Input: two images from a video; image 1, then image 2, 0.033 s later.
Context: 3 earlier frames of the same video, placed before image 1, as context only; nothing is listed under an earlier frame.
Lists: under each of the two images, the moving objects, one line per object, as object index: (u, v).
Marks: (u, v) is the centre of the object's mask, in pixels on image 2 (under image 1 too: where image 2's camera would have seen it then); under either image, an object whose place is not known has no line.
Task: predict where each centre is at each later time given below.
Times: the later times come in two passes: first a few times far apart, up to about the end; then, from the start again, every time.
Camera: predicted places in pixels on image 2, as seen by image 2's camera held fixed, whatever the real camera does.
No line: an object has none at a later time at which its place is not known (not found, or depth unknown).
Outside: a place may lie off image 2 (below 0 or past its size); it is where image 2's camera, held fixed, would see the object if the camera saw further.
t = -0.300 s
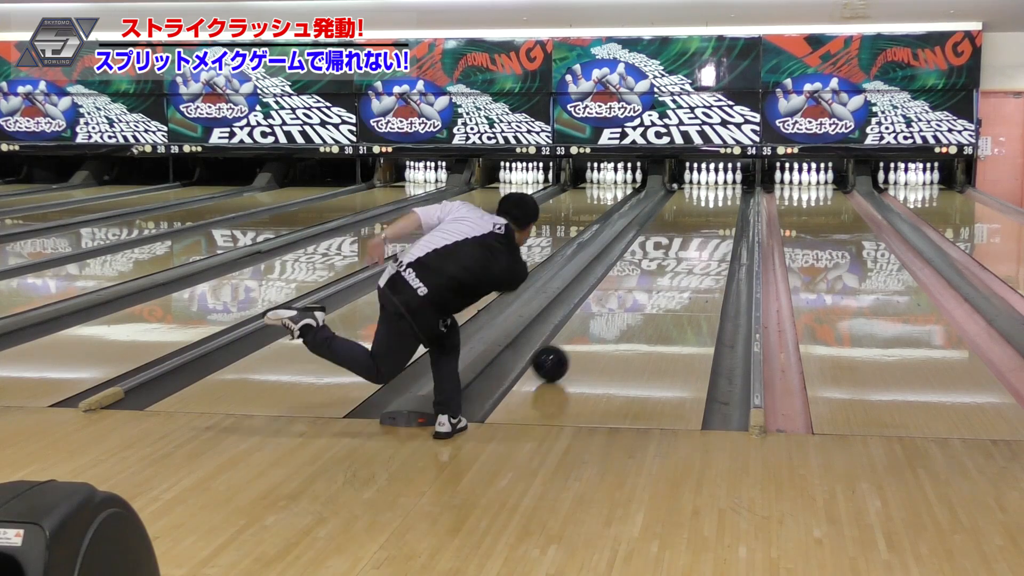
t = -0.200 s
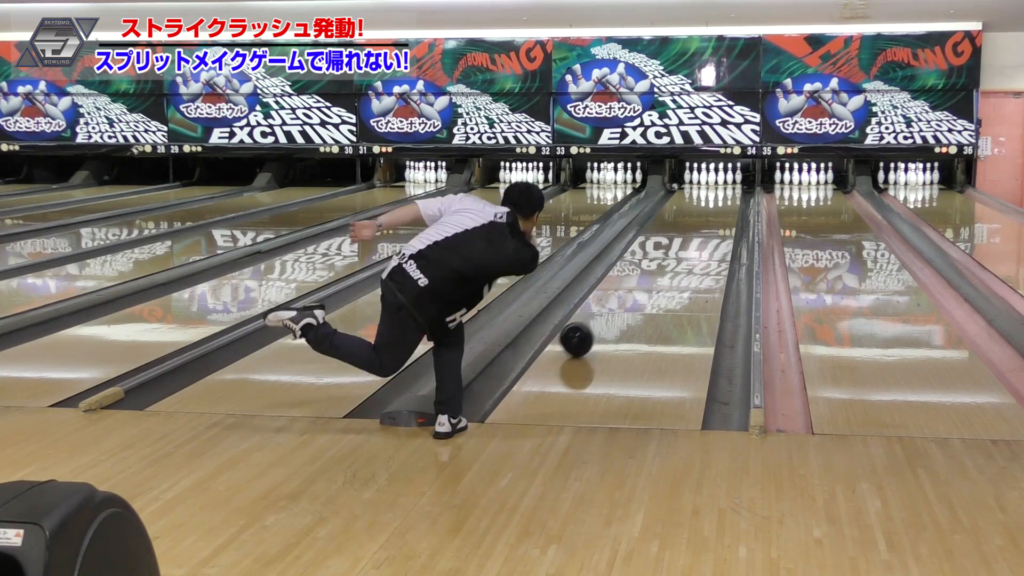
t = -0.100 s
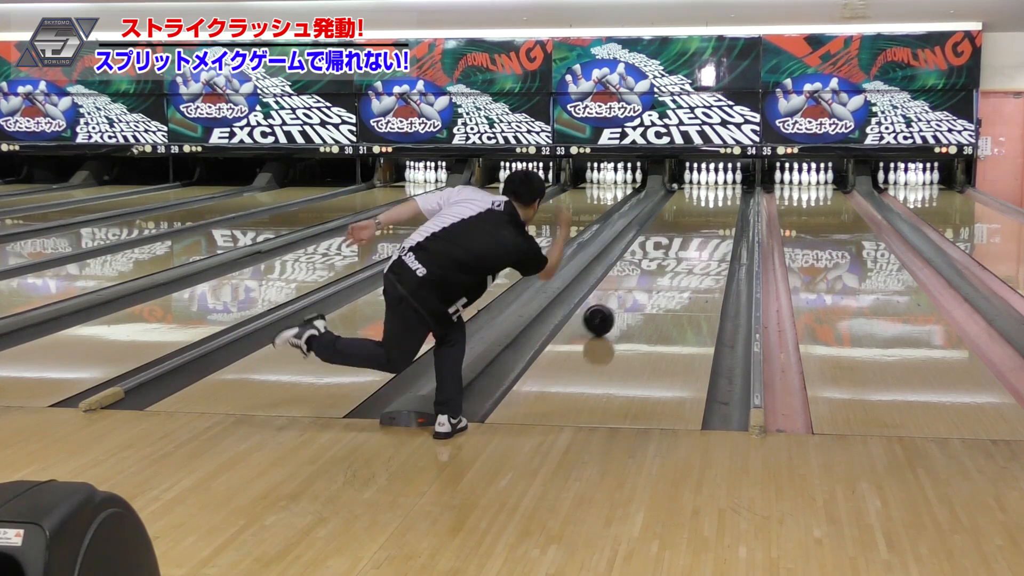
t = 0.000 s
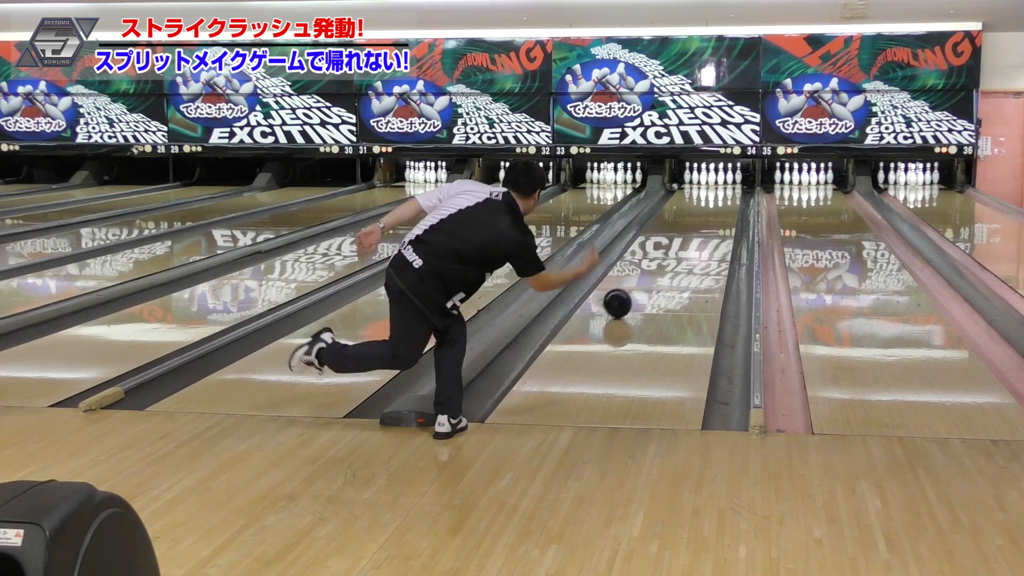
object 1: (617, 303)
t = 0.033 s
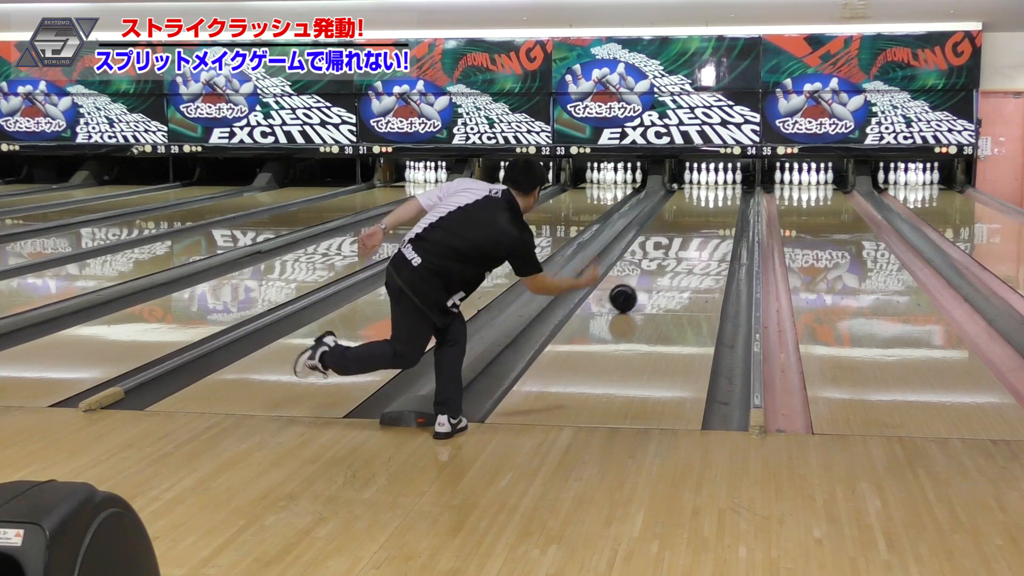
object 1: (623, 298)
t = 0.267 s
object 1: (656, 268)
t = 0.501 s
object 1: (679, 247)
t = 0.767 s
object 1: (699, 228)
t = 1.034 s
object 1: (713, 213)
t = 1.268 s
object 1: (722, 202)
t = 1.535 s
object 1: (726, 192)
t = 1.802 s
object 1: (722, 185)
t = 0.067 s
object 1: (628, 293)
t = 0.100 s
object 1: (634, 288)
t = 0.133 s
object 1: (638, 284)
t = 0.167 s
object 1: (643, 280)
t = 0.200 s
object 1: (647, 276)
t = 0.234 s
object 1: (651, 272)
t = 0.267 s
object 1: (656, 268)
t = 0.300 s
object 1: (659, 265)
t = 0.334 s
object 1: (663, 262)
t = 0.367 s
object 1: (667, 258)
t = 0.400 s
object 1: (670, 255)
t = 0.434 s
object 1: (673, 252)
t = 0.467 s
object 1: (676, 250)
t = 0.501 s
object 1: (679, 247)
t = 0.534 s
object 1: (682, 244)
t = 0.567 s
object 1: (685, 242)
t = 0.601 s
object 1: (687, 239)
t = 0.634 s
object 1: (690, 237)
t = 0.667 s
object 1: (692, 234)
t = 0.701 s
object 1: (694, 232)
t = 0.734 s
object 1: (697, 230)
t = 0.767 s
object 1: (699, 228)
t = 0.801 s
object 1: (701, 226)
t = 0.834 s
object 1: (703, 224)
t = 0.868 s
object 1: (705, 222)
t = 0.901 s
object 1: (707, 220)
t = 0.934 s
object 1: (708, 218)
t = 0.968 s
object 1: (710, 216)
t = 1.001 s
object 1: (712, 214)
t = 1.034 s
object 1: (713, 213)
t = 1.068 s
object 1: (715, 211)
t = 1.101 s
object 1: (716, 210)
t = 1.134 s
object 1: (717, 208)
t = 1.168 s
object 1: (719, 207)
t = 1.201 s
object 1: (720, 205)
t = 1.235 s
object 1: (721, 204)
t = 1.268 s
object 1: (722, 202)
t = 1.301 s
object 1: (723, 201)
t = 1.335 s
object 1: (724, 200)
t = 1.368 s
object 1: (725, 198)
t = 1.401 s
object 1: (725, 197)
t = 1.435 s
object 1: (725, 196)
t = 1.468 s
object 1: (725, 195)
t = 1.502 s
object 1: (726, 193)
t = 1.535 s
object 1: (726, 192)
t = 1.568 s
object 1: (726, 191)
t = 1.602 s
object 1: (726, 190)
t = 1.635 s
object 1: (725, 190)
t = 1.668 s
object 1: (725, 189)
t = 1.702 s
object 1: (724, 188)
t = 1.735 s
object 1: (723, 187)
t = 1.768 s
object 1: (722, 186)
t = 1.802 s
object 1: (722, 185)
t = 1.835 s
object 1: (721, 184)
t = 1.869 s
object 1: (720, 183)
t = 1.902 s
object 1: (718, 182)
